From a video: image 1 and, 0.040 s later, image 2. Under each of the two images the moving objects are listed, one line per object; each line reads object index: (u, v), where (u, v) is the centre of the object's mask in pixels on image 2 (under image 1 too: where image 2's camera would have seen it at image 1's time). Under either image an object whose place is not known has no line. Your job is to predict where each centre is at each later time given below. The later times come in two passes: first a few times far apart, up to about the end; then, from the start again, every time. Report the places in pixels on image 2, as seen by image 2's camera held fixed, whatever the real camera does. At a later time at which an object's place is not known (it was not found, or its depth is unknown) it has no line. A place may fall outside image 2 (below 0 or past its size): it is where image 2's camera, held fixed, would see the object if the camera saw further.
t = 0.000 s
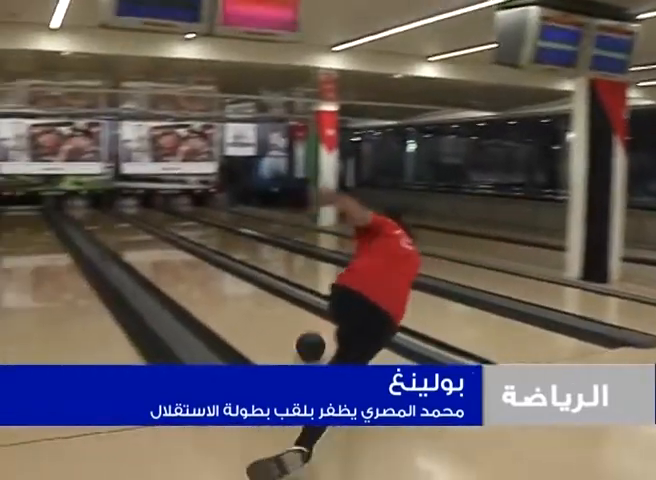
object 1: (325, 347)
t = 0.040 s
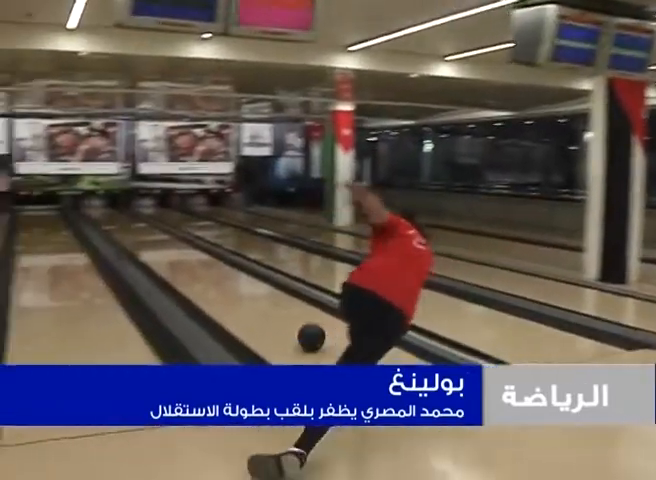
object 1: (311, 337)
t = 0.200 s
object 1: (266, 306)
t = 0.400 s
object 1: (227, 280)
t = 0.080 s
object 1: (298, 328)
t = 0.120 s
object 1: (286, 320)
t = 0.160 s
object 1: (275, 313)
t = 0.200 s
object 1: (266, 306)
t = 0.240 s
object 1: (256, 300)
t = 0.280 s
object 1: (248, 294)
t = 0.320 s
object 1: (240, 289)
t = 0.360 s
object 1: (233, 285)
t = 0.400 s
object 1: (227, 280)
